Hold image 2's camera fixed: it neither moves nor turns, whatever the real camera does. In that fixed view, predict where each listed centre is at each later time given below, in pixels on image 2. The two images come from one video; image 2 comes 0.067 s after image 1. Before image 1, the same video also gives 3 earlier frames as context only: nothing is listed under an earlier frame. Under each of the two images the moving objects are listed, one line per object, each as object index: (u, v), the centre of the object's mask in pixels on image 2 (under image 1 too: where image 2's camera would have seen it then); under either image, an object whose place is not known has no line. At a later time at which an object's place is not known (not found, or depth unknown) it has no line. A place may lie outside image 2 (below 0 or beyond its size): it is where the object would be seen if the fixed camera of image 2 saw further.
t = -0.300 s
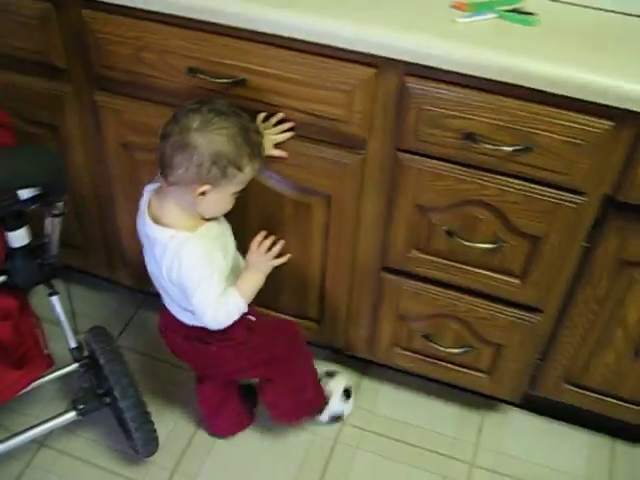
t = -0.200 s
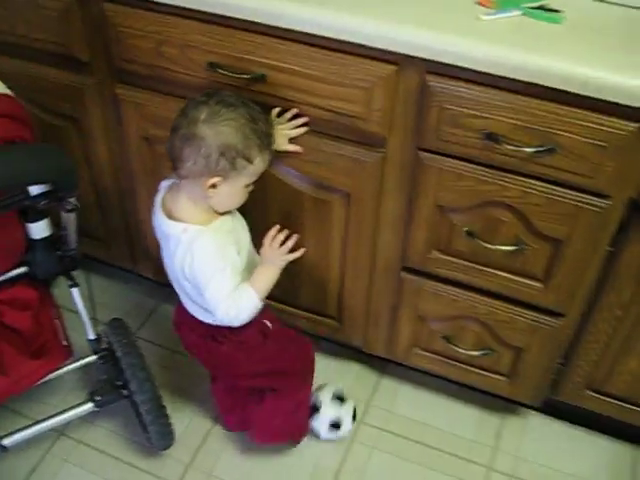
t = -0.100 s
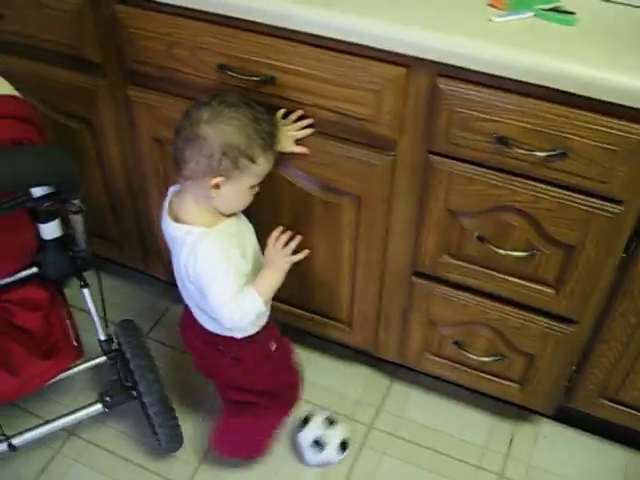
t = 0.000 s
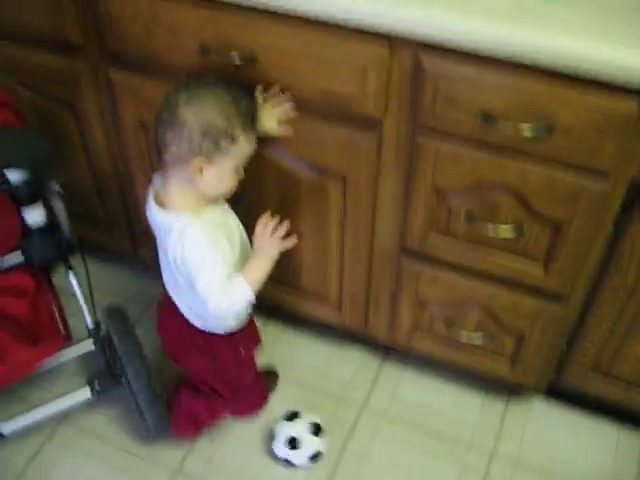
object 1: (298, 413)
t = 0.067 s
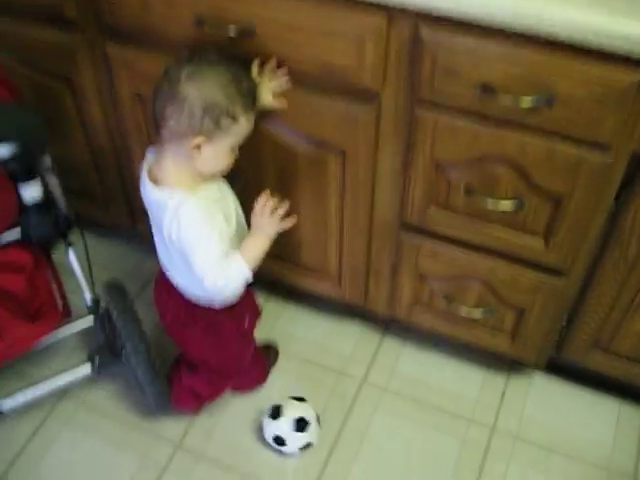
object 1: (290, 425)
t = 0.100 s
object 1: (286, 431)
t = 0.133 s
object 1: (281, 437)
